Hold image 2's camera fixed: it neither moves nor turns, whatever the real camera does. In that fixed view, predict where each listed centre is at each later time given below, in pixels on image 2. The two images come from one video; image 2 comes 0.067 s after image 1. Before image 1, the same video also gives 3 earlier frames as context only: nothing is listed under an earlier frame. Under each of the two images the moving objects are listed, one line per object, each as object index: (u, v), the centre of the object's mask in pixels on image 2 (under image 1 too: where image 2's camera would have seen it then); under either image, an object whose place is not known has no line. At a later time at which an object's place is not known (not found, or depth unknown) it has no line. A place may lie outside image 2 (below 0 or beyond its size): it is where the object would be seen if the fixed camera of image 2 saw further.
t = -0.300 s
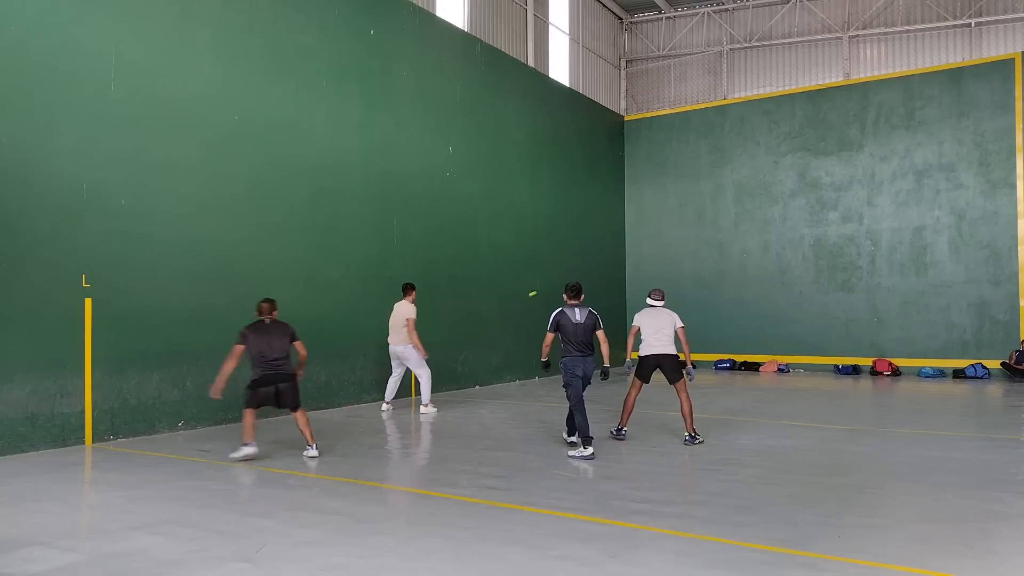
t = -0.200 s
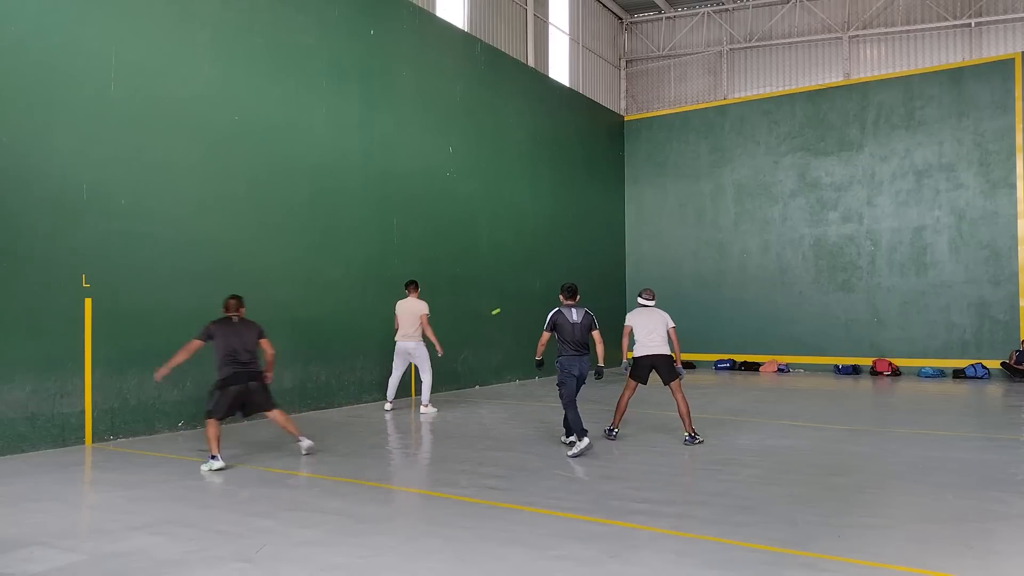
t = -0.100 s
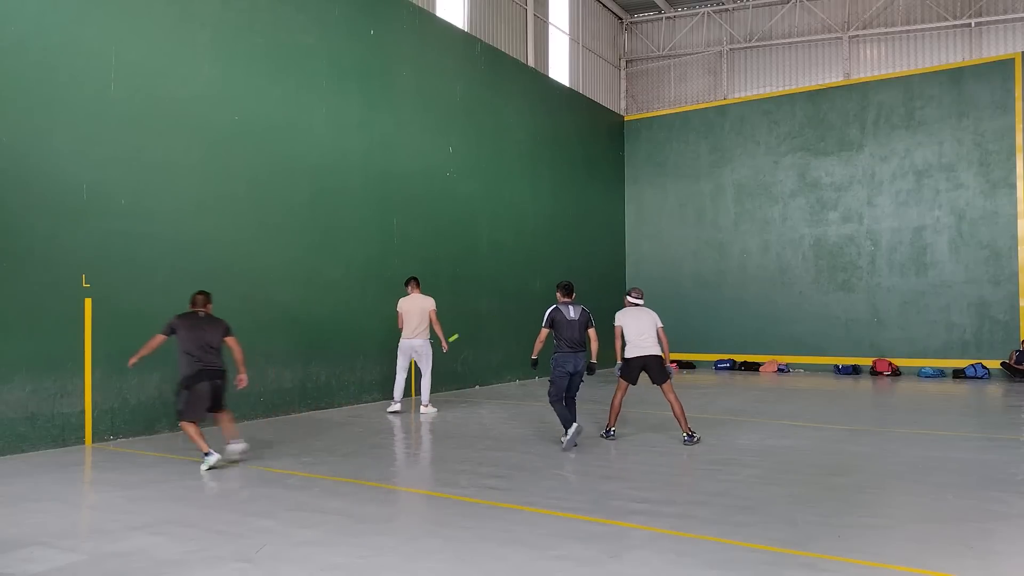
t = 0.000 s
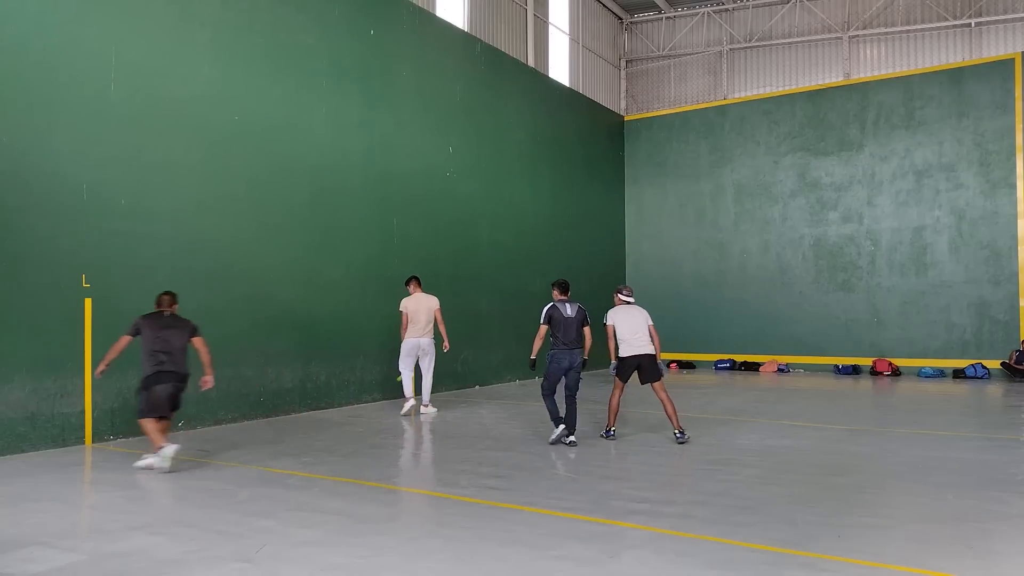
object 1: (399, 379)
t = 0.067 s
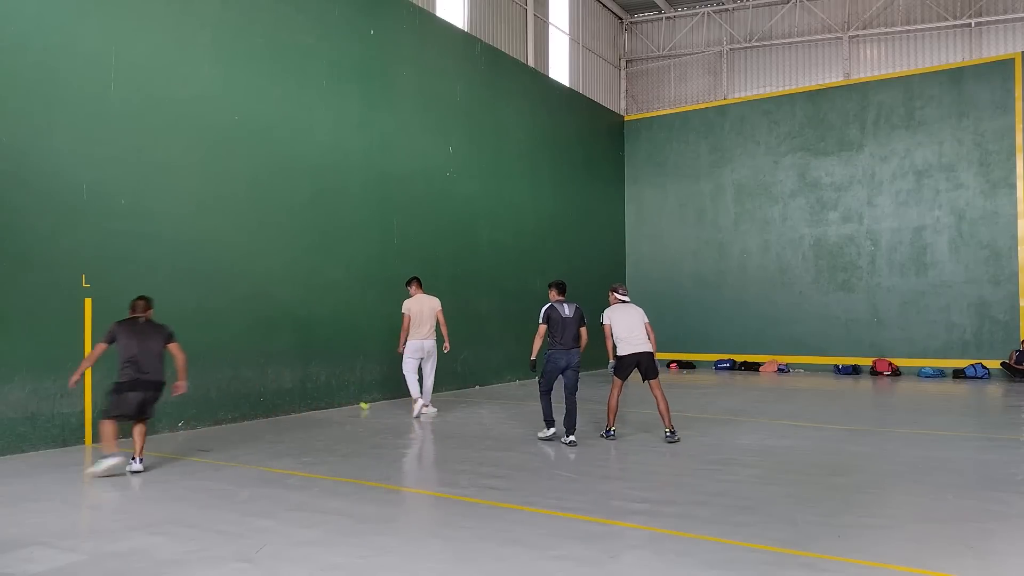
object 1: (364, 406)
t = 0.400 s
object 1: (201, 332)
